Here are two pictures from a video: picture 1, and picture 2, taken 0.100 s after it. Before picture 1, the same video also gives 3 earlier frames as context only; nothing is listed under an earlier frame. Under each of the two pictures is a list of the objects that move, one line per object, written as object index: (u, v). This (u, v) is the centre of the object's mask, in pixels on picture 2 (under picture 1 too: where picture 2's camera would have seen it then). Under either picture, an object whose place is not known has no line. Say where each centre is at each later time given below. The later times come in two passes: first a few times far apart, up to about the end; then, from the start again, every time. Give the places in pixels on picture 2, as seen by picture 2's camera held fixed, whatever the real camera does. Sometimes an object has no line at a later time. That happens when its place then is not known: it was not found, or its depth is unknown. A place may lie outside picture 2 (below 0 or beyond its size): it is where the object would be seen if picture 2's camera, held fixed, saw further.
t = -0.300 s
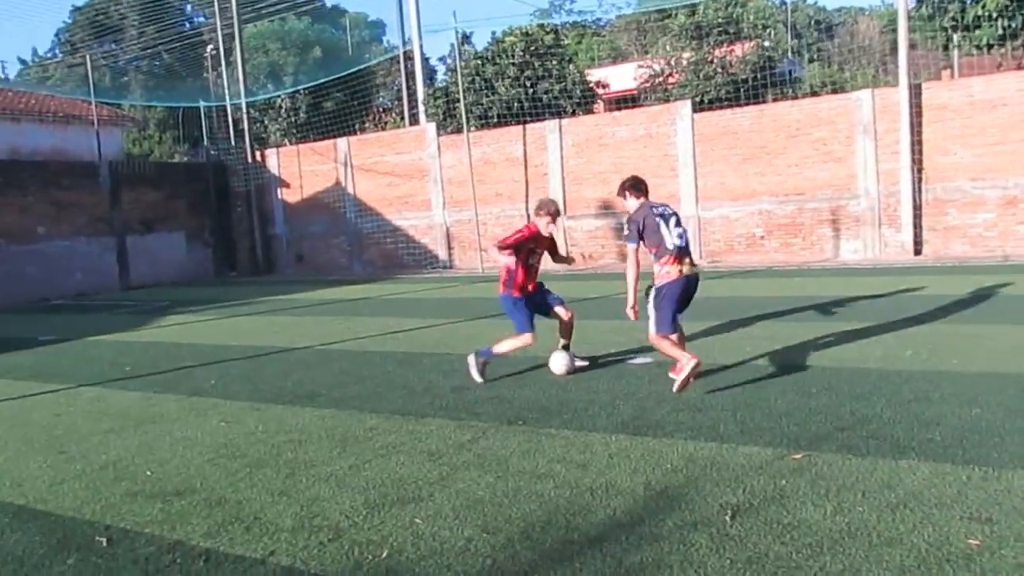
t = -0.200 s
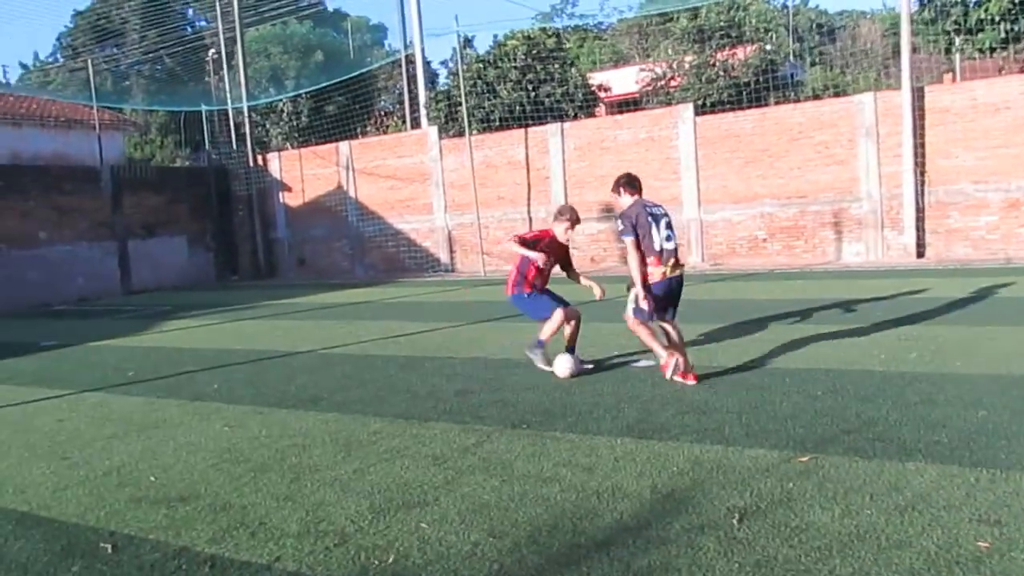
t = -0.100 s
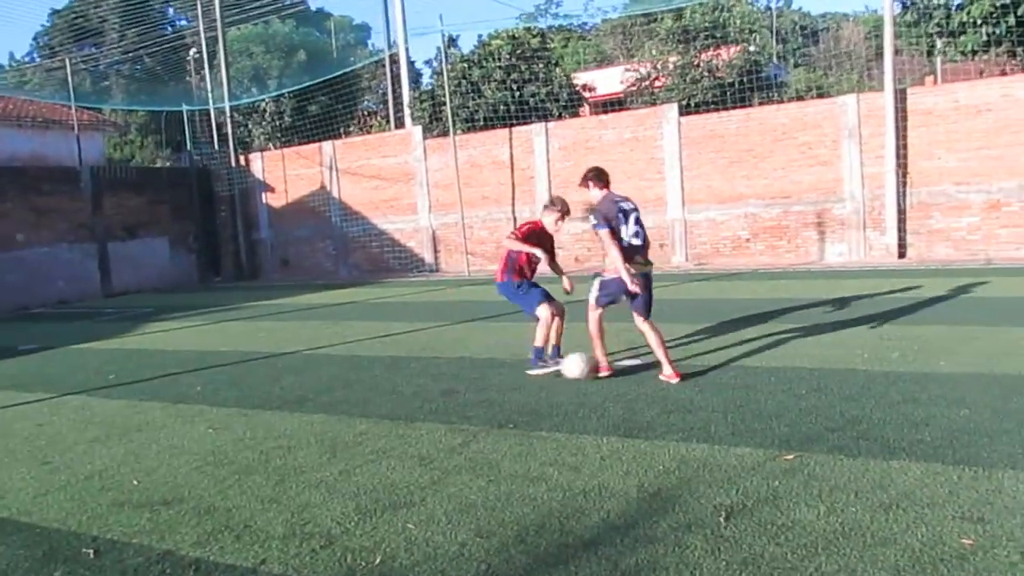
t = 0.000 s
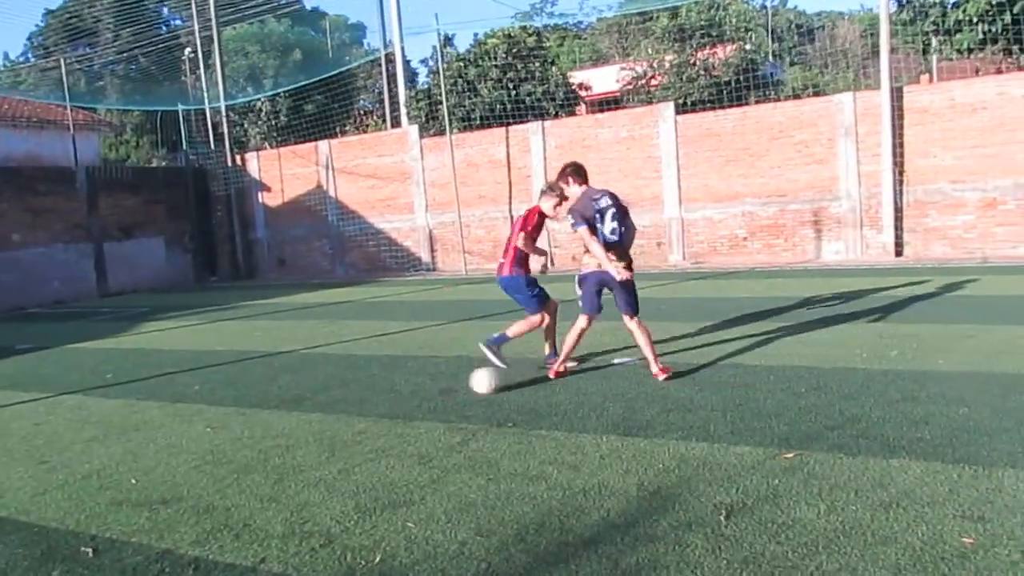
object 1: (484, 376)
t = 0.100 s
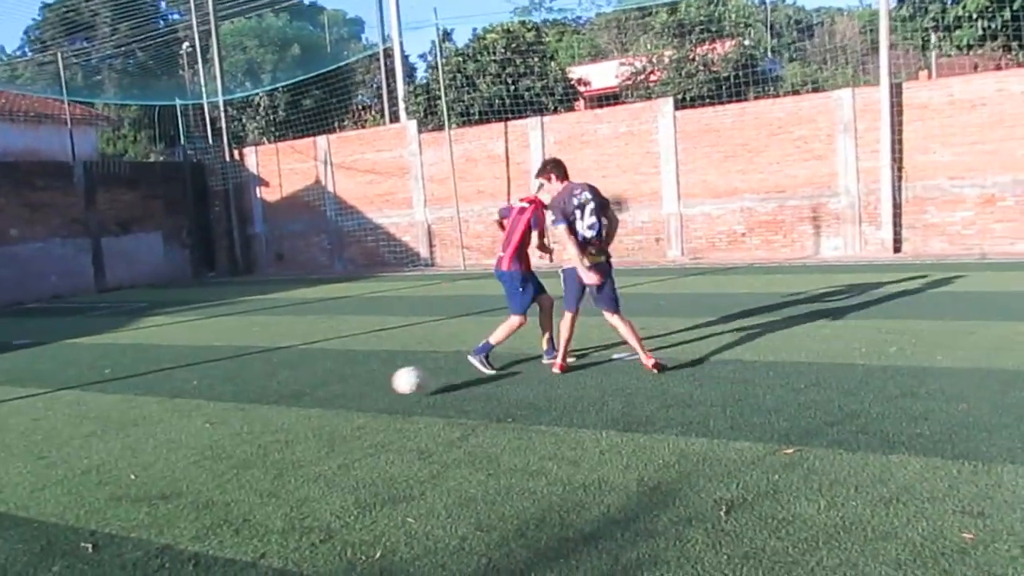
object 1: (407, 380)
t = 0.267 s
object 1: (290, 398)
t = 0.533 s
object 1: (124, 424)
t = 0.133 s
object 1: (381, 385)
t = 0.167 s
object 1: (357, 391)
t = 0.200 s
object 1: (332, 396)
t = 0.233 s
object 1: (312, 397)
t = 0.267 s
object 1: (290, 398)
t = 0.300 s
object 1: (268, 402)
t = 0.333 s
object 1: (248, 407)
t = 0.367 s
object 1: (226, 410)
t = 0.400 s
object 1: (206, 412)
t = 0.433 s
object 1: (185, 416)
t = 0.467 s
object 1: (165, 419)
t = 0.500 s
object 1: (144, 421)
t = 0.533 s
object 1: (124, 424)
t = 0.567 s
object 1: (102, 426)
